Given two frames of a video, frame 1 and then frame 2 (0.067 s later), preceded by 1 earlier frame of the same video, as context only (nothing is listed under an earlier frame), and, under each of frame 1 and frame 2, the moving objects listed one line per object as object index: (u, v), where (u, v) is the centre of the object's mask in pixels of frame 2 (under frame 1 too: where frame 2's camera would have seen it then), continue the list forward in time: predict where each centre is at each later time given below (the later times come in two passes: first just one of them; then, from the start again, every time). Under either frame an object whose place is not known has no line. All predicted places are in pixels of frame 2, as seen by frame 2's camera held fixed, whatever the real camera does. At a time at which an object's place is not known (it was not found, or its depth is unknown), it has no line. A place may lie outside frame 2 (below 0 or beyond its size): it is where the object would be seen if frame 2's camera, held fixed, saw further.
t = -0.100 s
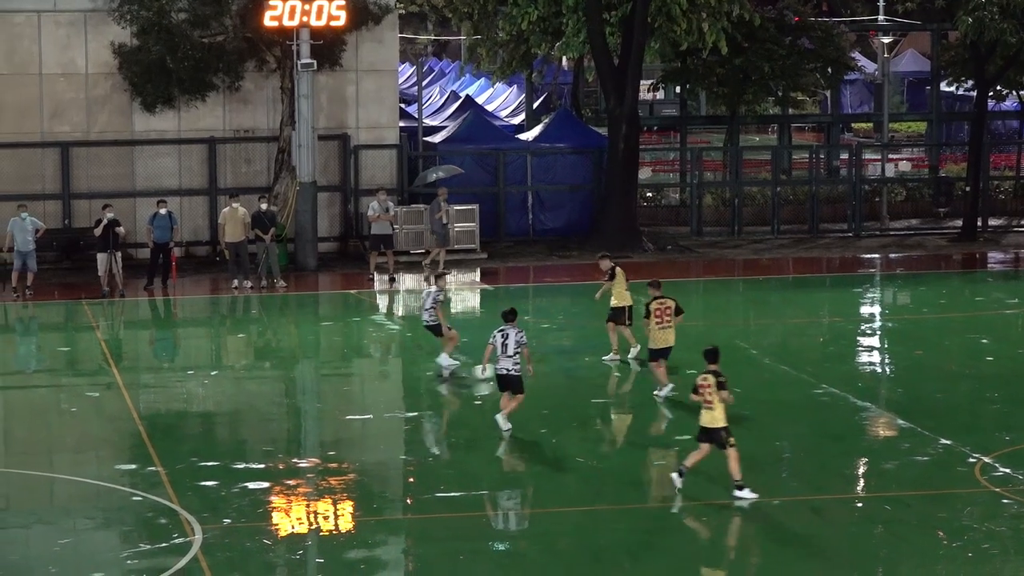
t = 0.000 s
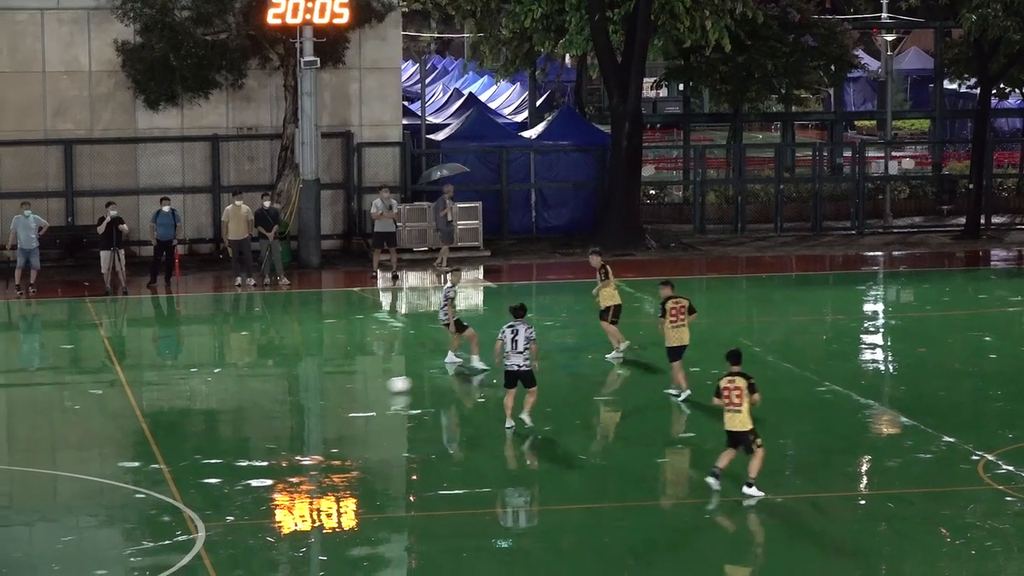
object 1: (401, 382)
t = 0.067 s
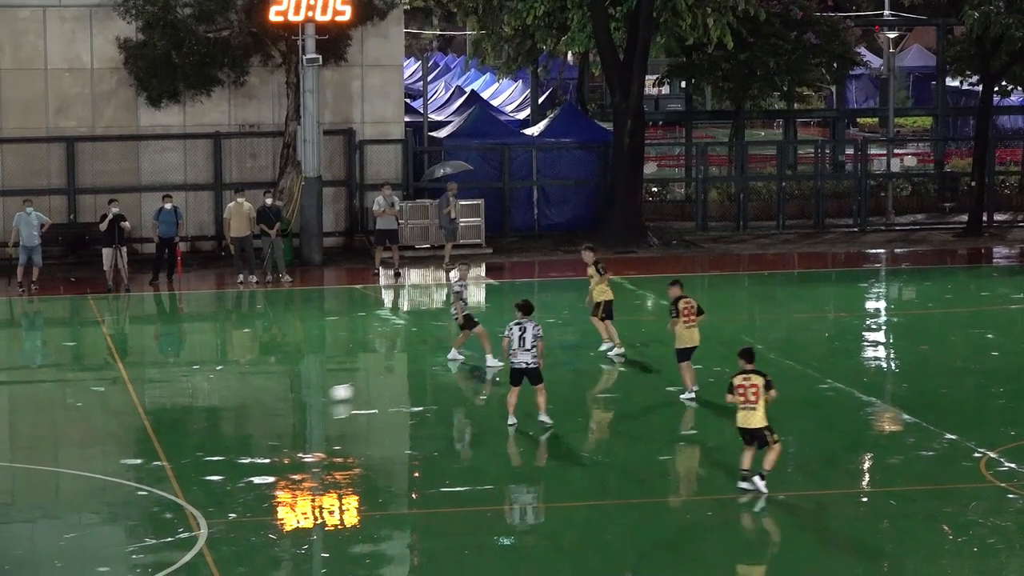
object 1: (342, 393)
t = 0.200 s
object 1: (220, 415)
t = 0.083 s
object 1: (326, 395)
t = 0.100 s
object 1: (312, 398)
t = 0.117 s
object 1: (296, 401)
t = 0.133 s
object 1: (281, 404)
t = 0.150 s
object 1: (265, 406)
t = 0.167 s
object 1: (250, 409)
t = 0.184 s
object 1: (235, 412)
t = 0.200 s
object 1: (220, 415)
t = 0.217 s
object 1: (203, 417)
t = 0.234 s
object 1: (187, 420)
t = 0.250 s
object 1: (173, 422)
